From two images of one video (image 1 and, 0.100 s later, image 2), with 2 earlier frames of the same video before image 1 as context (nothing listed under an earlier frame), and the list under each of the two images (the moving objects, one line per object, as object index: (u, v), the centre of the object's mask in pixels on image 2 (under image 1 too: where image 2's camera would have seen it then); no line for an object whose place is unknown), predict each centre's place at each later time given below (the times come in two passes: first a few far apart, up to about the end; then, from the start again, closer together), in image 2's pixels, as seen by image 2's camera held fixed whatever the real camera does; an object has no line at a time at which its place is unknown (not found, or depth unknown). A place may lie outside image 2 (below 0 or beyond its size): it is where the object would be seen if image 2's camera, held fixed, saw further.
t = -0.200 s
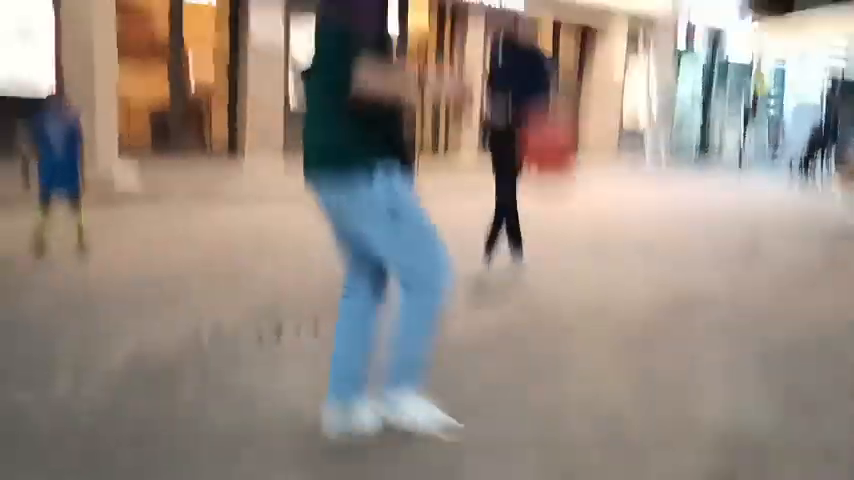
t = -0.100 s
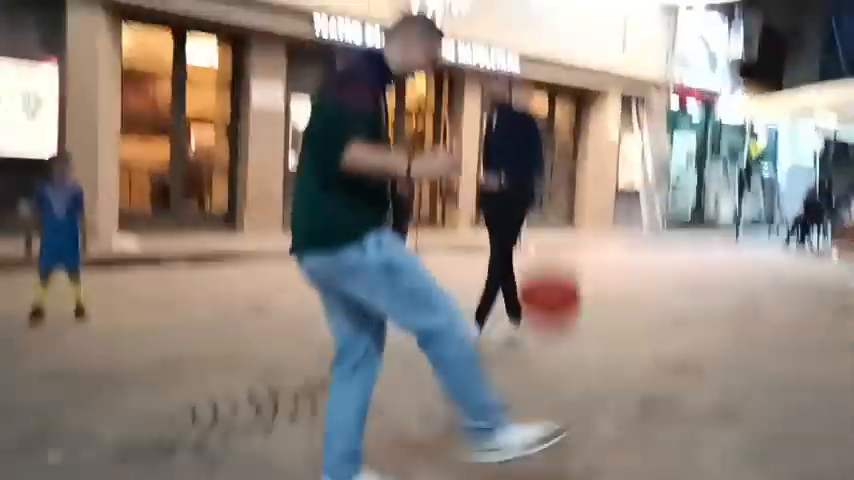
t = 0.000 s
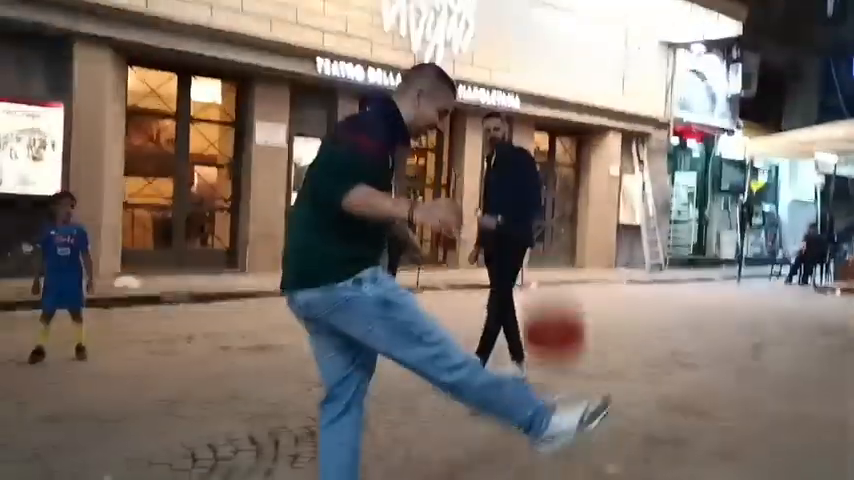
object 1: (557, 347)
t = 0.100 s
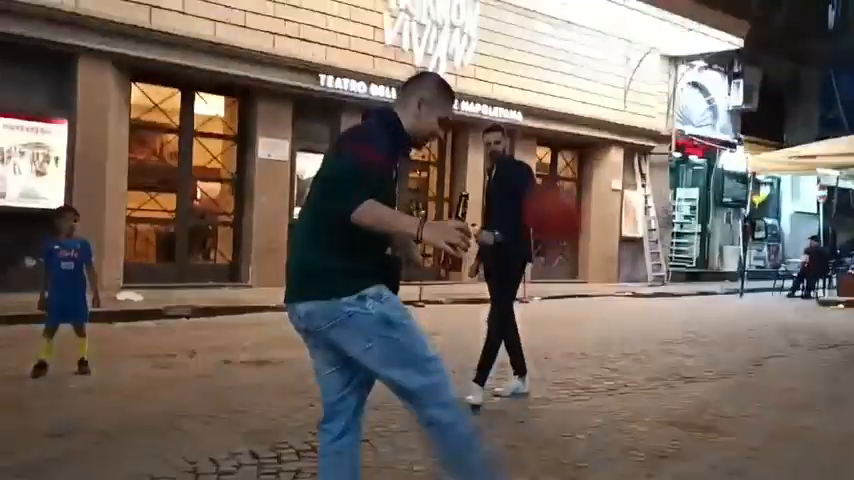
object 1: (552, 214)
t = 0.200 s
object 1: (546, 113)
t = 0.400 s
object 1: (532, 2)
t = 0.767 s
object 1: (498, 52)
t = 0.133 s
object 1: (553, 178)
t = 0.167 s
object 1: (548, 143)
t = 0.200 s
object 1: (546, 113)
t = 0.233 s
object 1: (544, 82)
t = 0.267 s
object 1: (542, 58)
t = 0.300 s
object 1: (540, 37)
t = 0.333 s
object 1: (538, 19)
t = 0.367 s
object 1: (535, 8)
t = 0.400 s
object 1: (532, 2)
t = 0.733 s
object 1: (502, 32)
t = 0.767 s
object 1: (498, 52)
